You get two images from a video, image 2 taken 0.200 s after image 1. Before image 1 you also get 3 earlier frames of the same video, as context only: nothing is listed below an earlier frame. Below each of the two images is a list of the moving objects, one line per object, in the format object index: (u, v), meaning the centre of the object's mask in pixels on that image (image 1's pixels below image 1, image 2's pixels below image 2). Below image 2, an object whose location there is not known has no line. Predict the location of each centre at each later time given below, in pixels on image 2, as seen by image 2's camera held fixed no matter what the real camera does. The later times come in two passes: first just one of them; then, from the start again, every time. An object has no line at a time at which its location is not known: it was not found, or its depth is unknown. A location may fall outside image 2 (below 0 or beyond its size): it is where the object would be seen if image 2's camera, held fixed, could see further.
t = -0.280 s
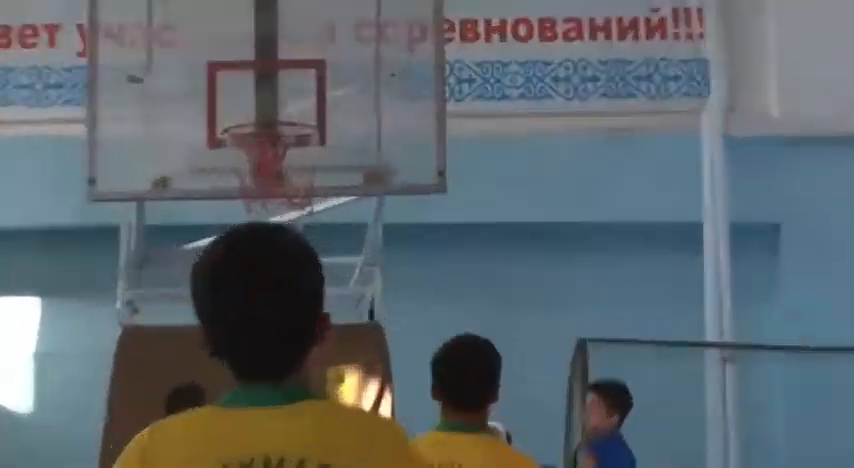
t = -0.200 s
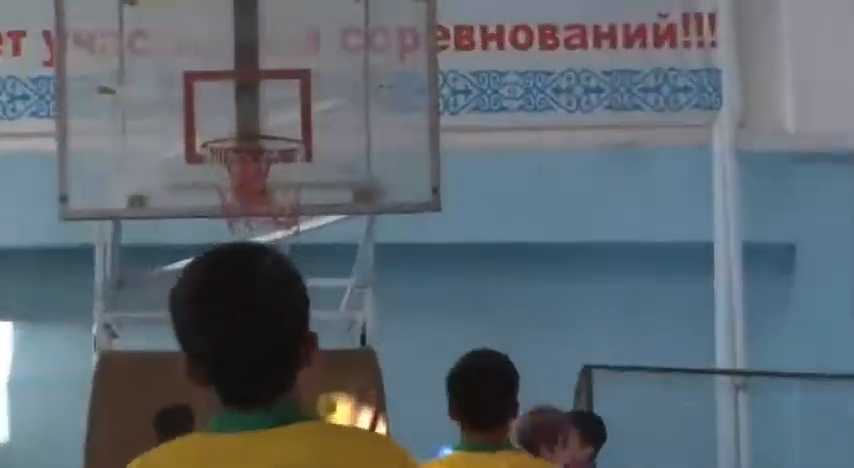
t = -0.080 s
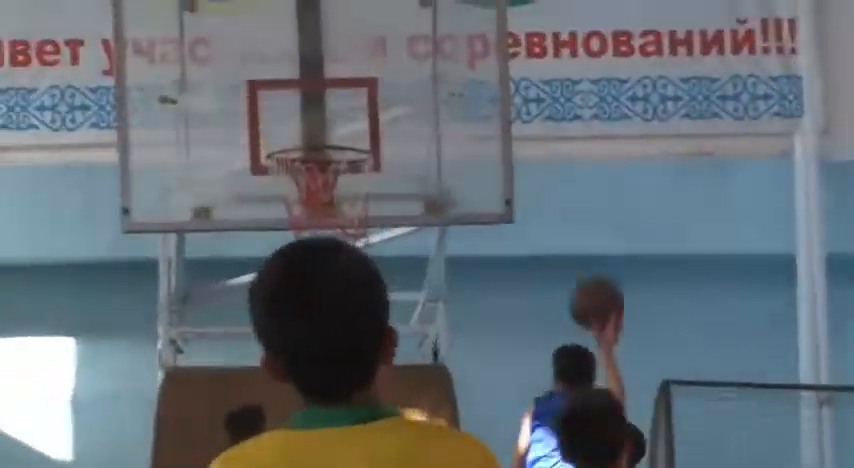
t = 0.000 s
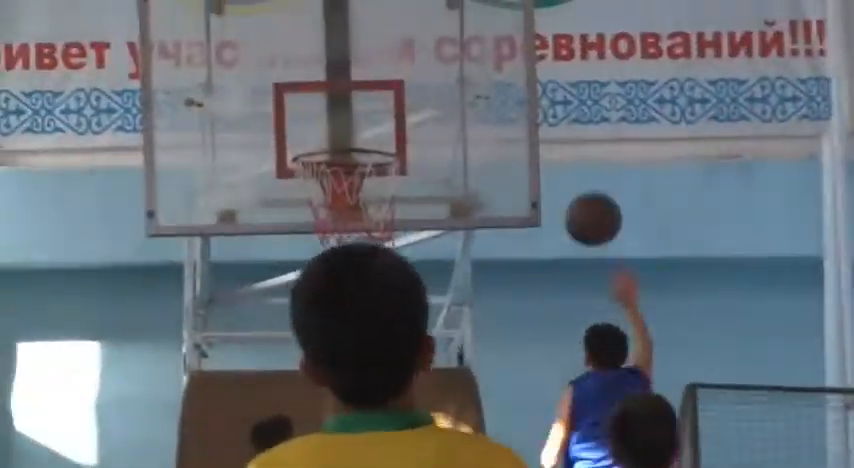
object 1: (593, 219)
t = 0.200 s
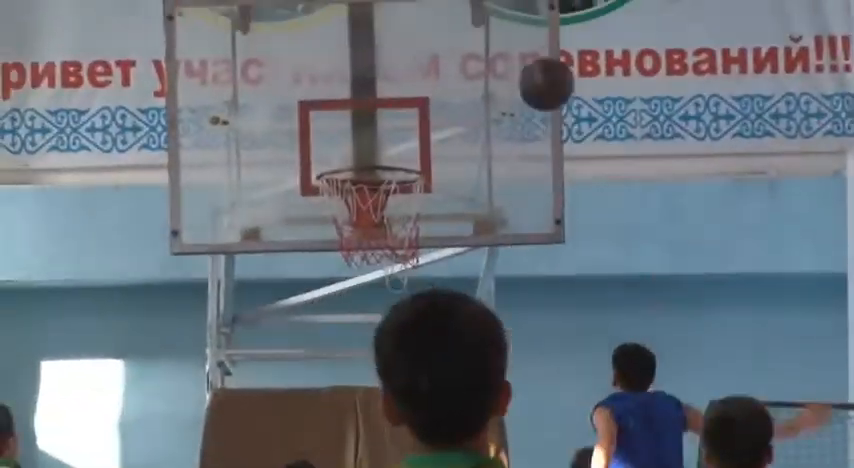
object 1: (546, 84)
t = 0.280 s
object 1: (519, 49)
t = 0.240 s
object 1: (533, 64)
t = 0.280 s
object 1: (519, 49)
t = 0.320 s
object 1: (507, 37)
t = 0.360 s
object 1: (494, 29)
